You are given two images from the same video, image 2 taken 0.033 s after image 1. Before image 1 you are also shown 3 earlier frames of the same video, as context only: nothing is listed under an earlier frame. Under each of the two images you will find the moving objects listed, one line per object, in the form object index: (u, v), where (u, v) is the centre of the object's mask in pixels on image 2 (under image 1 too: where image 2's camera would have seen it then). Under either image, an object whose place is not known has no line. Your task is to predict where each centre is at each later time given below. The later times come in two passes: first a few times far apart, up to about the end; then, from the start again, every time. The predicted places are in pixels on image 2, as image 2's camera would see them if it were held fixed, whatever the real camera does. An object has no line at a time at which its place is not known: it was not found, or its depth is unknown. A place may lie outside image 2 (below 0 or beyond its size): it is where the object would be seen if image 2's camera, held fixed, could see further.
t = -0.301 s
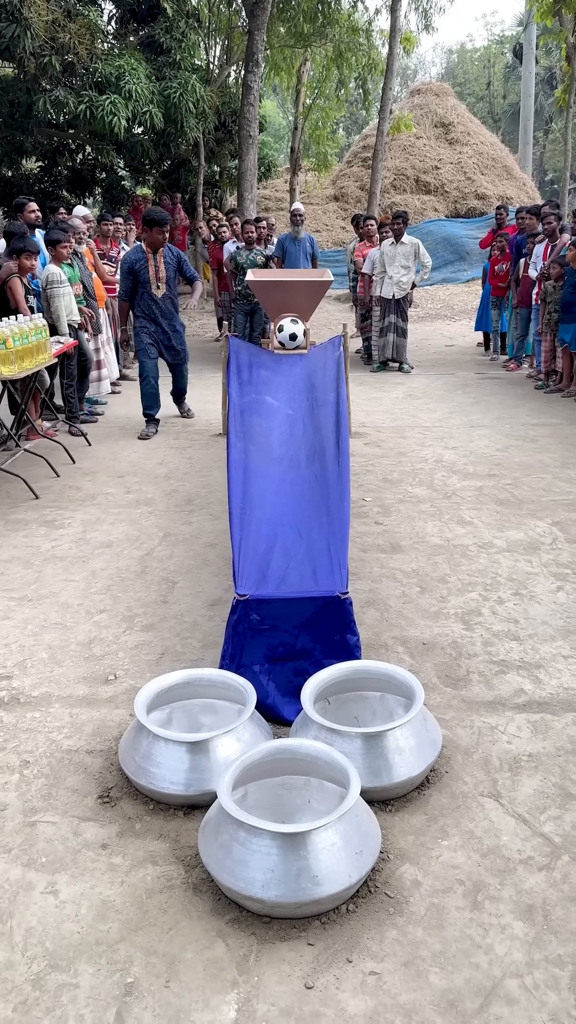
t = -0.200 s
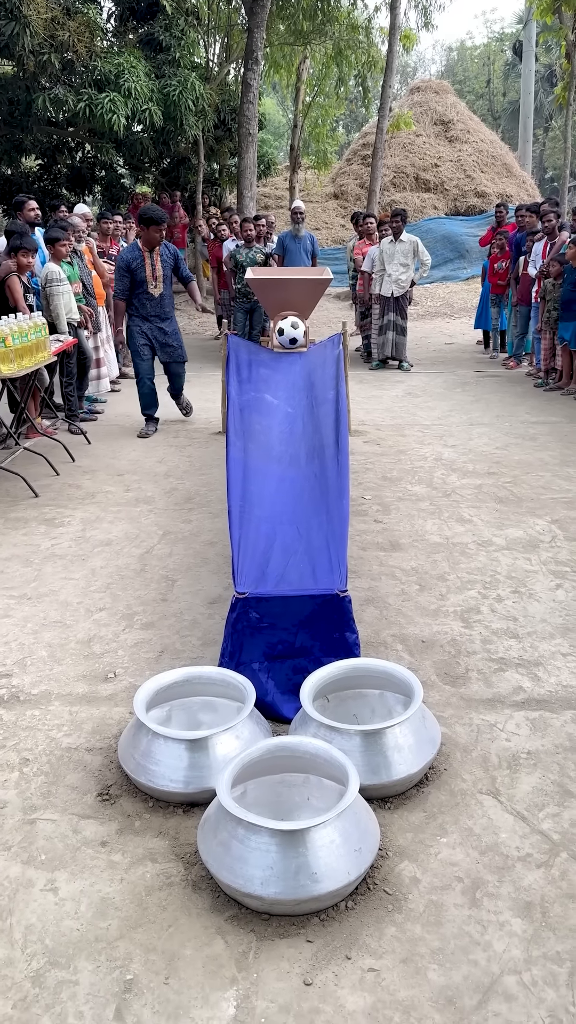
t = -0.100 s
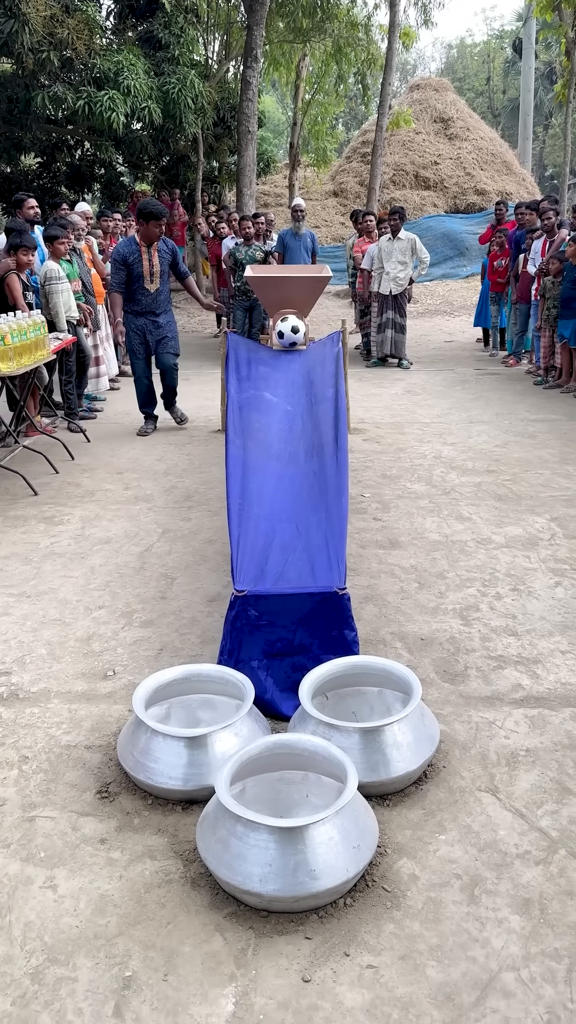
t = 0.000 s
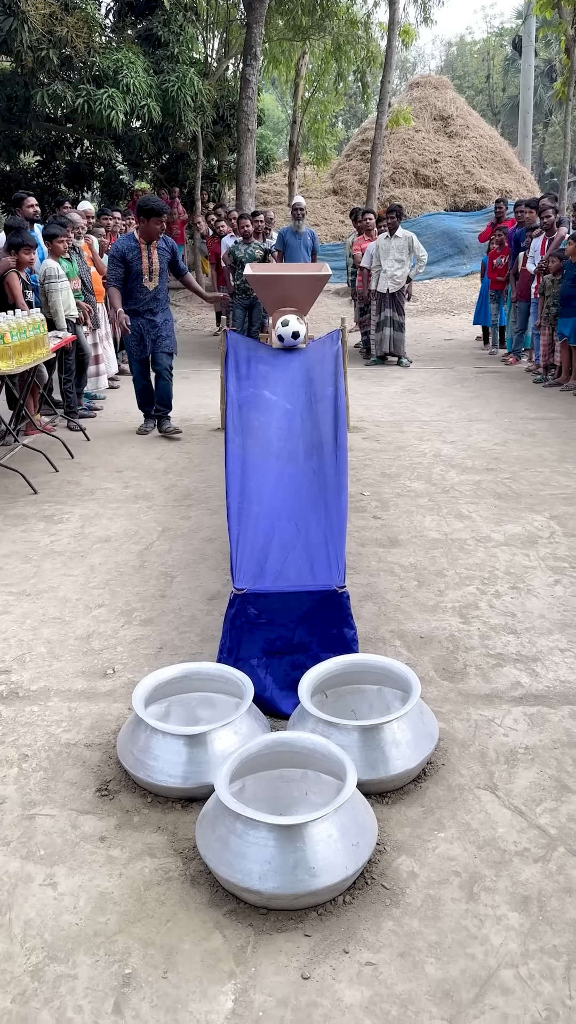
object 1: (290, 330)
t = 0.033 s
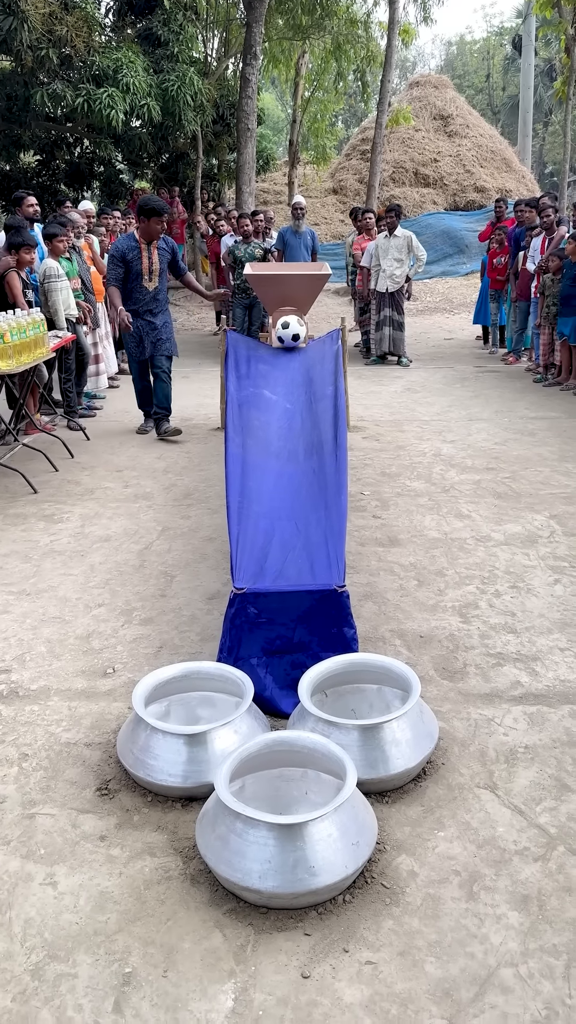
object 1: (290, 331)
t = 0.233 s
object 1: (291, 345)
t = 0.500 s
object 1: (289, 355)
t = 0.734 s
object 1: (288, 366)
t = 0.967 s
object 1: (288, 377)
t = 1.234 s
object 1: (290, 394)
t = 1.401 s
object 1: (289, 404)
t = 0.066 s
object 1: (291, 333)
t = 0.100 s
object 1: (291, 335)
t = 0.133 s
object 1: (291, 338)
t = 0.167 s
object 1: (291, 341)
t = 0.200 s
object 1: (291, 344)
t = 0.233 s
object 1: (291, 345)
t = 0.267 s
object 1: (291, 345)
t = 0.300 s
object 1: (291, 346)
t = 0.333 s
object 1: (291, 347)
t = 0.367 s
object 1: (291, 348)
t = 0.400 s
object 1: (290, 350)
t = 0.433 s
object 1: (290, 352)
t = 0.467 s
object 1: (289, 354)
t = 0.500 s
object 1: (289, 355)
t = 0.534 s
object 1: (289, 356)
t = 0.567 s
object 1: (289, 358)
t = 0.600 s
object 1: (289, 360)
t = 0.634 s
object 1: (288, 362)
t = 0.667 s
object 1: (288, 363)
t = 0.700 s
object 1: (288, 365)
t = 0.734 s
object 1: (288, 366)
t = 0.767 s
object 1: (288, 367)
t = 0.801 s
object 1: (288, 369)
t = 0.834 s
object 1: (288, 371)
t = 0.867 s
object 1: (288, 372)
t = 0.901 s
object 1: (288, 374)
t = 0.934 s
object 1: (288, 376)
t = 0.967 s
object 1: (288, 377)
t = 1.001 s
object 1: (289, 379)
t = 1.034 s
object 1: (289, 381)
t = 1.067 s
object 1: (289, 383)
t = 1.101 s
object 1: (289, 385)
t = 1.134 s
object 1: (290, 388)
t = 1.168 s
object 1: (290, 390)
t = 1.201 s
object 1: (290, 392)
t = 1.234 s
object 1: (290, 394)
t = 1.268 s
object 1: (290, 396)
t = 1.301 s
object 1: (290, 398)
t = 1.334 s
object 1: (290, 400)
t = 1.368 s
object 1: (290, 402)
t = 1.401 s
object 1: (289, 404)
